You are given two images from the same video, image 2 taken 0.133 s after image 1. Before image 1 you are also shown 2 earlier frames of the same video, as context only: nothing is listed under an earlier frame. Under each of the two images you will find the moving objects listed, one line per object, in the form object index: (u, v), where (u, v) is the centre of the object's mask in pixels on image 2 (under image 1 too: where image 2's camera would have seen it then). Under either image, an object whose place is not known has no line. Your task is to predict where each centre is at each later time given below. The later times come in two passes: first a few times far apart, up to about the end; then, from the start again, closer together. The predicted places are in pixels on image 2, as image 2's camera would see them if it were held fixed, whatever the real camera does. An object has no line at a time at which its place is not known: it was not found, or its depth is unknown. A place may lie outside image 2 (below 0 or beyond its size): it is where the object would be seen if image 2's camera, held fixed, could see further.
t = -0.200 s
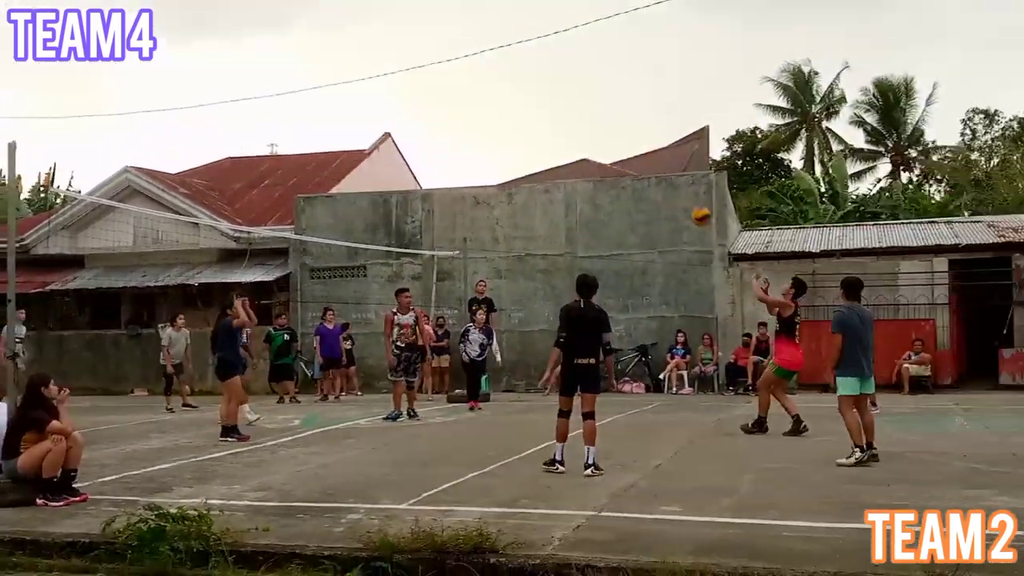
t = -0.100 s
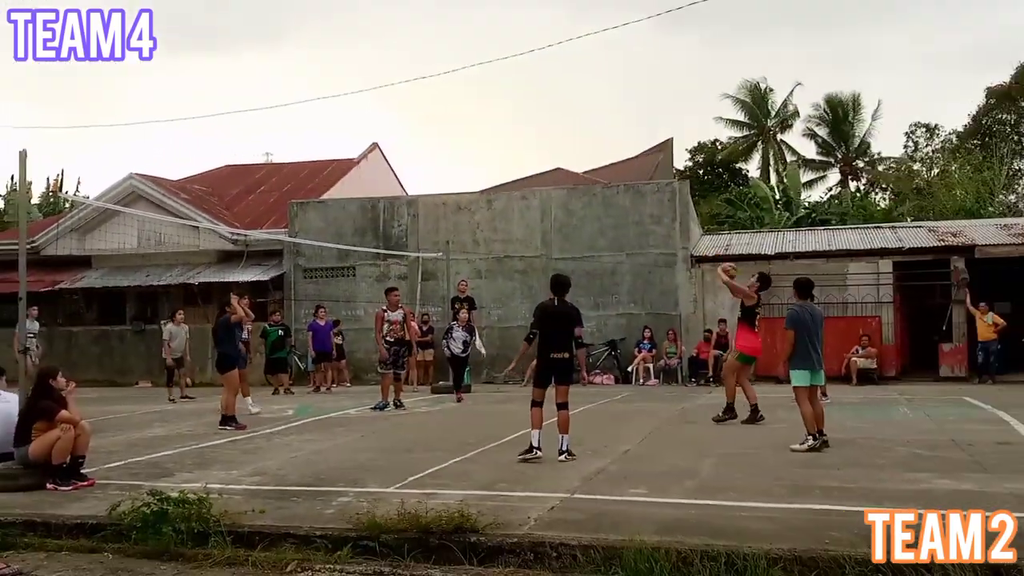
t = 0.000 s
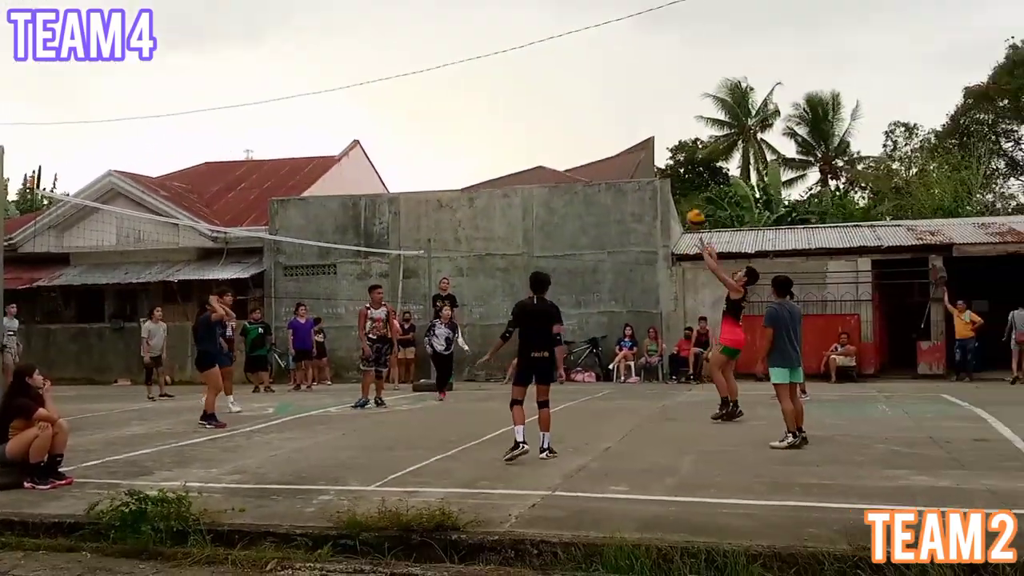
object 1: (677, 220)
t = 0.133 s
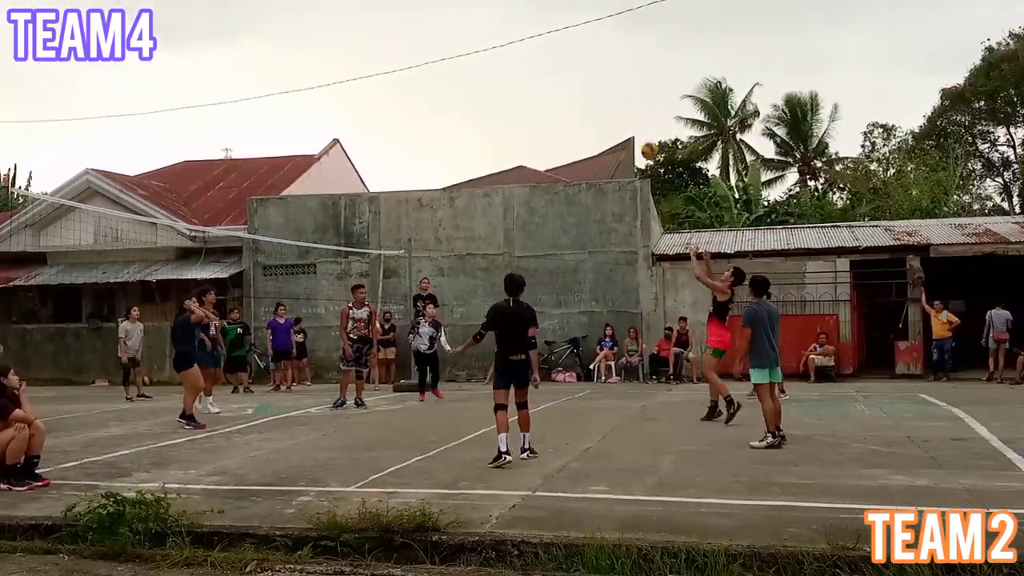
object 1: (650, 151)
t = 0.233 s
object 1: (630, 109)
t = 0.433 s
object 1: (594, 47)
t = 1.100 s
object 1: (498, 95)
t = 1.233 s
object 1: (483, 147)
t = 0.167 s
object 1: (642, 136)
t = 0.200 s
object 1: (636, 122)
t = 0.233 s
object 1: (630, 109)
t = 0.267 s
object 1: (624, 97)
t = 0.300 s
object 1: (618, 86)
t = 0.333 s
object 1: (612, 76)
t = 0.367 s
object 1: (606, 66)
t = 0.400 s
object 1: (600, 54)
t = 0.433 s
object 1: (594, 47)
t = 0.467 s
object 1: (589, 41)
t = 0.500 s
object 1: (583, 35)
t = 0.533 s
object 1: (578, 31)
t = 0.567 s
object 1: (572, 27)
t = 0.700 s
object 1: (552, 23)
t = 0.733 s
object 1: (548, 24)
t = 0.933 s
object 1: (520, 50)
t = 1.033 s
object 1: (506, 74)
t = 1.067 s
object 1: (502, 84)
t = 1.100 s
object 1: (498, 95)
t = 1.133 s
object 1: (494, 107)
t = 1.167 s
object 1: (490, 119)
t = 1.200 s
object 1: (487, 133)
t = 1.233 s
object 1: (483, 147)
